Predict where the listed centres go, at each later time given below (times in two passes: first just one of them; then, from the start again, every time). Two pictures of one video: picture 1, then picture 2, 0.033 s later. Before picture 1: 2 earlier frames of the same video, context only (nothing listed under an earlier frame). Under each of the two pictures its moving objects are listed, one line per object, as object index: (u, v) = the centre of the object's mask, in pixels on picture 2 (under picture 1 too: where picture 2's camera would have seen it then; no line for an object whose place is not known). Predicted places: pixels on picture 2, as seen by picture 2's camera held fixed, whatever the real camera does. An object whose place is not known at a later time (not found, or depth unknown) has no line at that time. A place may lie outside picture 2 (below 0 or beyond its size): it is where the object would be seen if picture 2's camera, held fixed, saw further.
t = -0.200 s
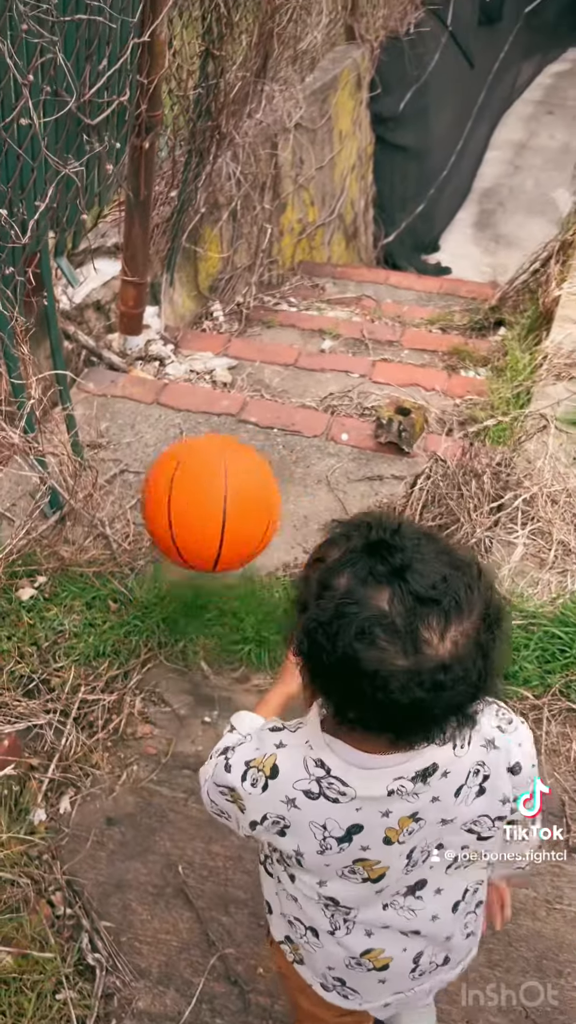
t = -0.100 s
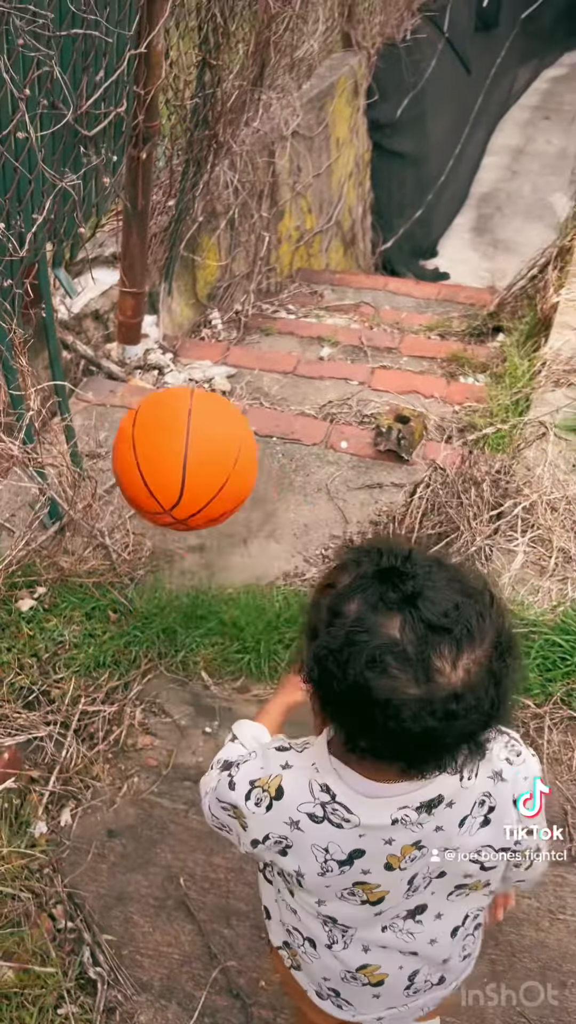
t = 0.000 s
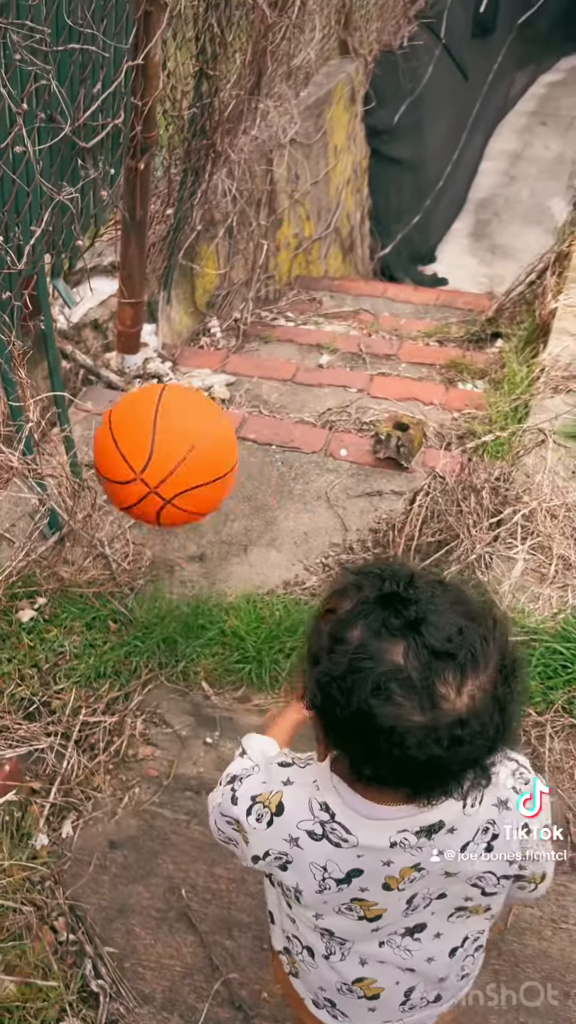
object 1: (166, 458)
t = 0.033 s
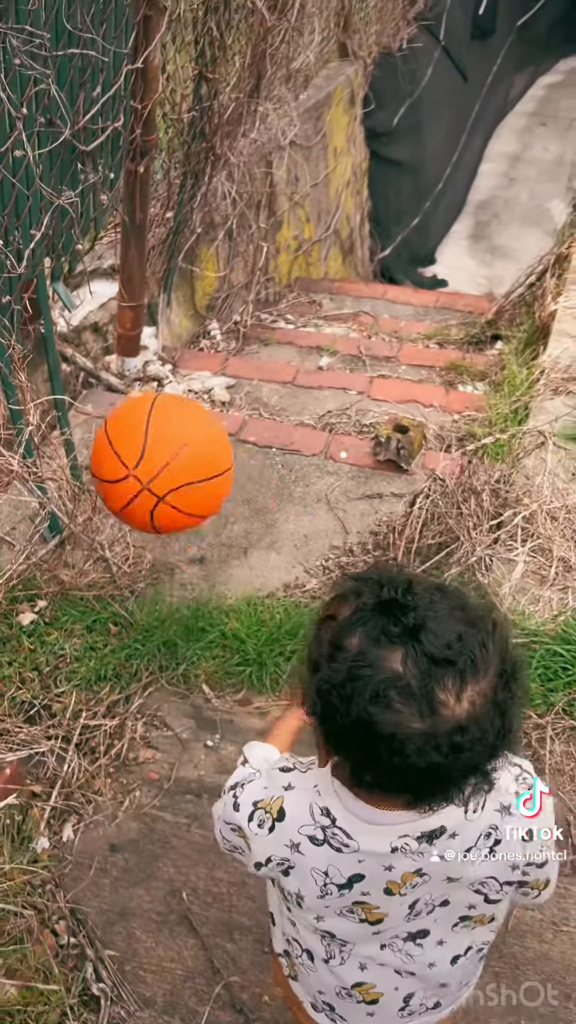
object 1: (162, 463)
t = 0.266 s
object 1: (151, 517)
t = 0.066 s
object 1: (159, 472)
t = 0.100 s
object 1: (157, 486)
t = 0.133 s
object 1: (156, 503)
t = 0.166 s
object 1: (156, 523)
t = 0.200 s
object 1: (157, 546)
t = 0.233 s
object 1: (156, 542)
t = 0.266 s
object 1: (151, 517)
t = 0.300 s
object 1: (148, 496)
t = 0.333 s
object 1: (145, 479)
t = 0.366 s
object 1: (143, 466)
